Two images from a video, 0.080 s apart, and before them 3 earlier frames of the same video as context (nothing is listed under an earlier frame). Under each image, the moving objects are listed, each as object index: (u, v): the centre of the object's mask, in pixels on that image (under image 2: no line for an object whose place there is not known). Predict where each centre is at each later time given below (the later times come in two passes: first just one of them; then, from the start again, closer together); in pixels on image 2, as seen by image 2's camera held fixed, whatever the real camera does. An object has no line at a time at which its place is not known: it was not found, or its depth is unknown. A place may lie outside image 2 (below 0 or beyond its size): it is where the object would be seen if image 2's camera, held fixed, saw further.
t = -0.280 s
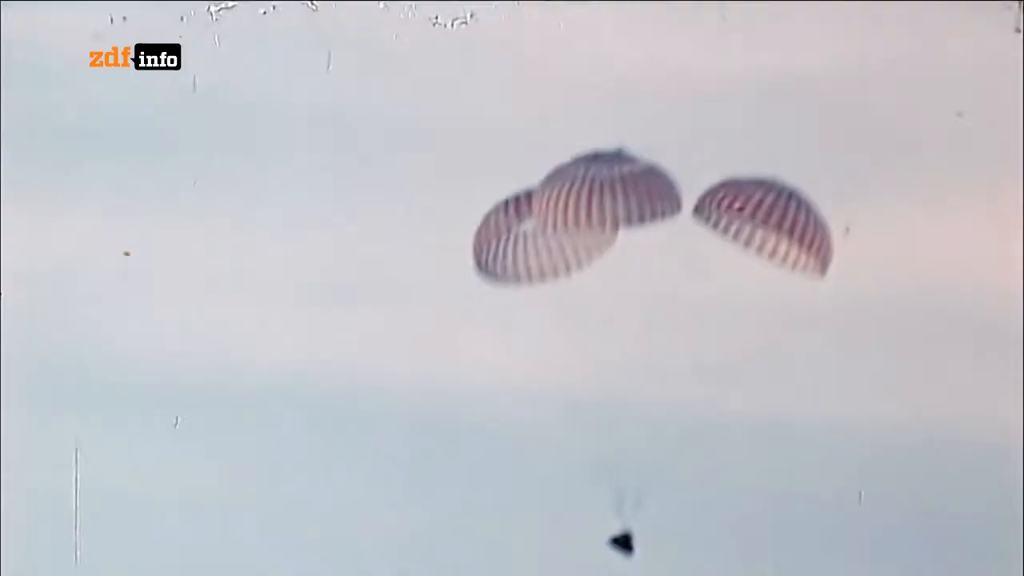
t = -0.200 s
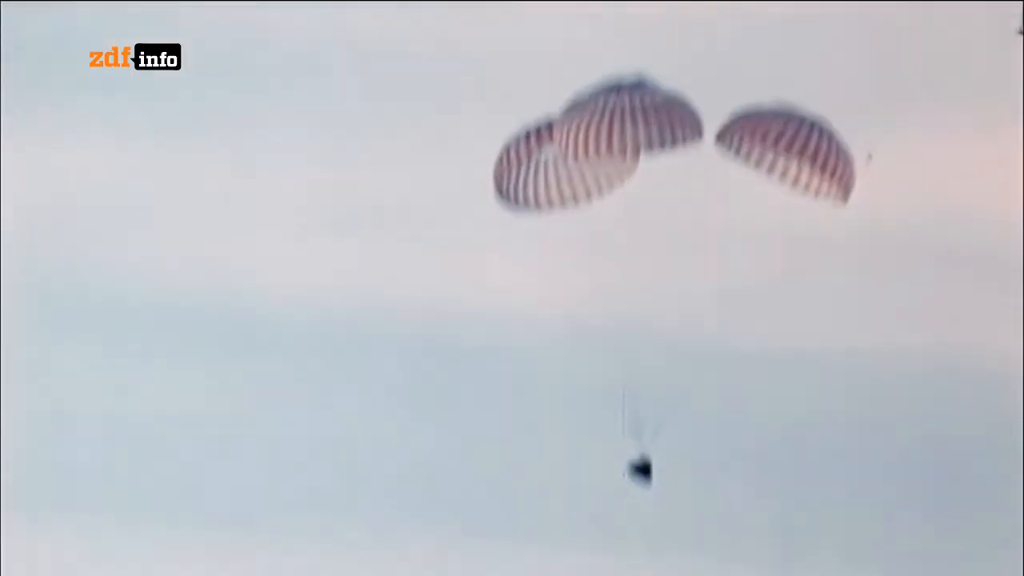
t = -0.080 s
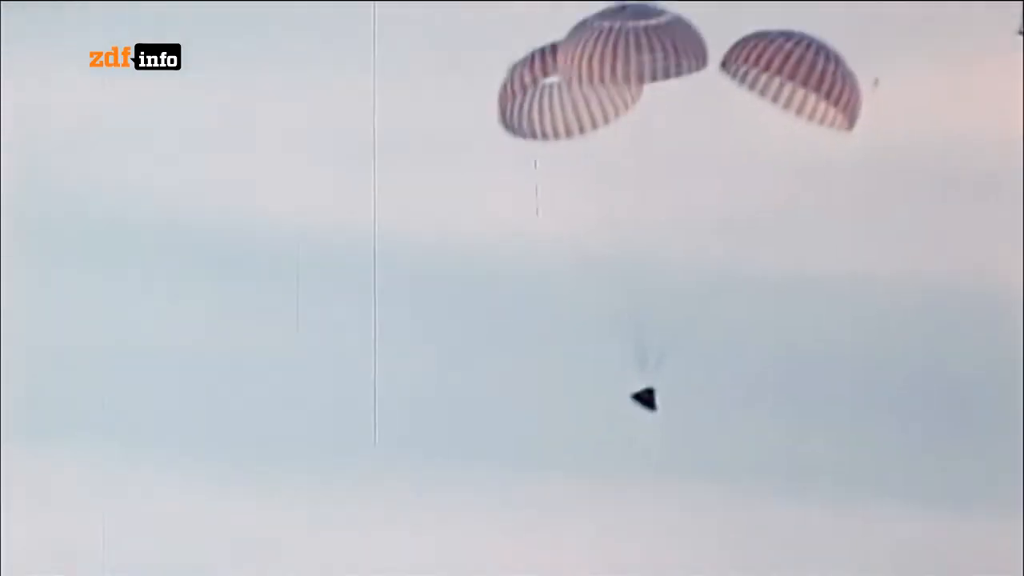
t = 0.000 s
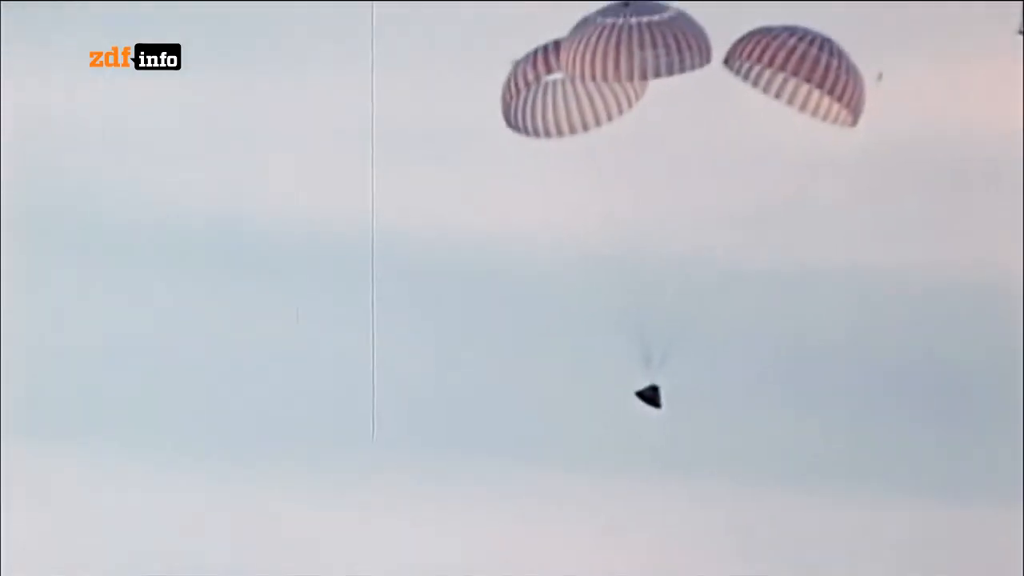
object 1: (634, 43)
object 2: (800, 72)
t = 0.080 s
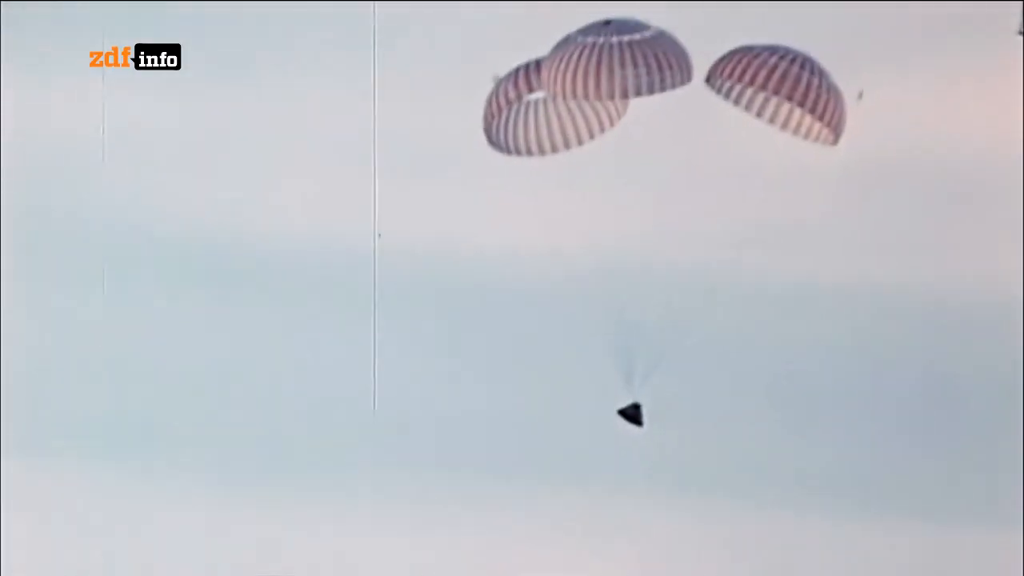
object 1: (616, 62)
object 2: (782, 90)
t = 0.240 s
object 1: (603, 71)
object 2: (769, 100)
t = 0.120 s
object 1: (614, 63)
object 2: (781, 91)
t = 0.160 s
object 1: (609, 67)
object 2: (776, 95)
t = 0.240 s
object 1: (603, 71)
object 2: (769, 100)
